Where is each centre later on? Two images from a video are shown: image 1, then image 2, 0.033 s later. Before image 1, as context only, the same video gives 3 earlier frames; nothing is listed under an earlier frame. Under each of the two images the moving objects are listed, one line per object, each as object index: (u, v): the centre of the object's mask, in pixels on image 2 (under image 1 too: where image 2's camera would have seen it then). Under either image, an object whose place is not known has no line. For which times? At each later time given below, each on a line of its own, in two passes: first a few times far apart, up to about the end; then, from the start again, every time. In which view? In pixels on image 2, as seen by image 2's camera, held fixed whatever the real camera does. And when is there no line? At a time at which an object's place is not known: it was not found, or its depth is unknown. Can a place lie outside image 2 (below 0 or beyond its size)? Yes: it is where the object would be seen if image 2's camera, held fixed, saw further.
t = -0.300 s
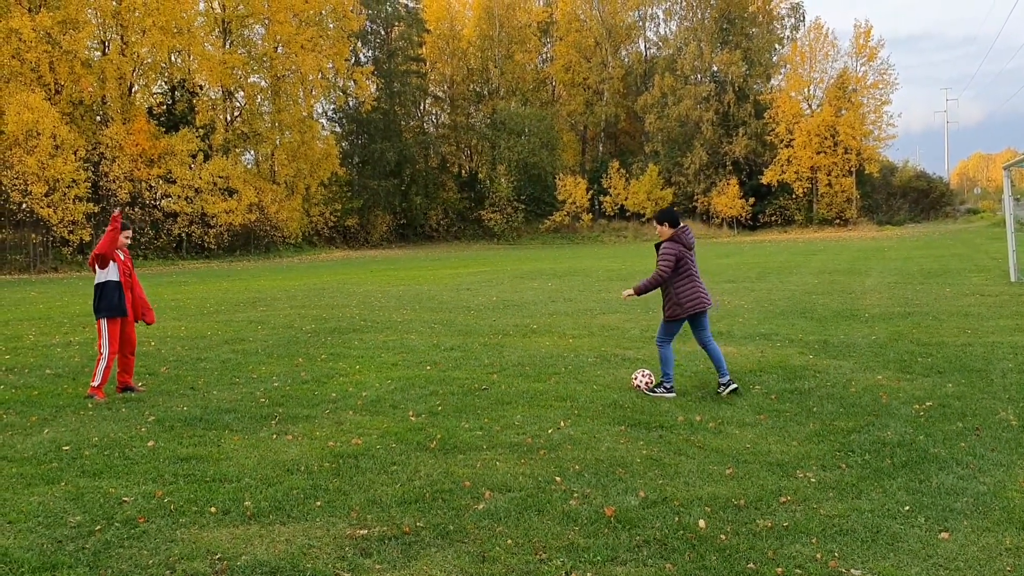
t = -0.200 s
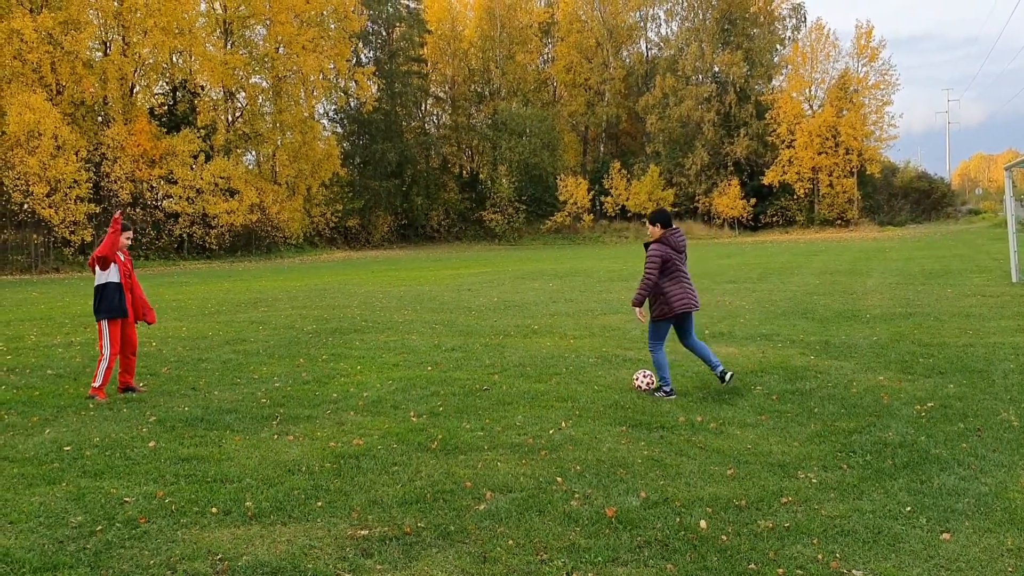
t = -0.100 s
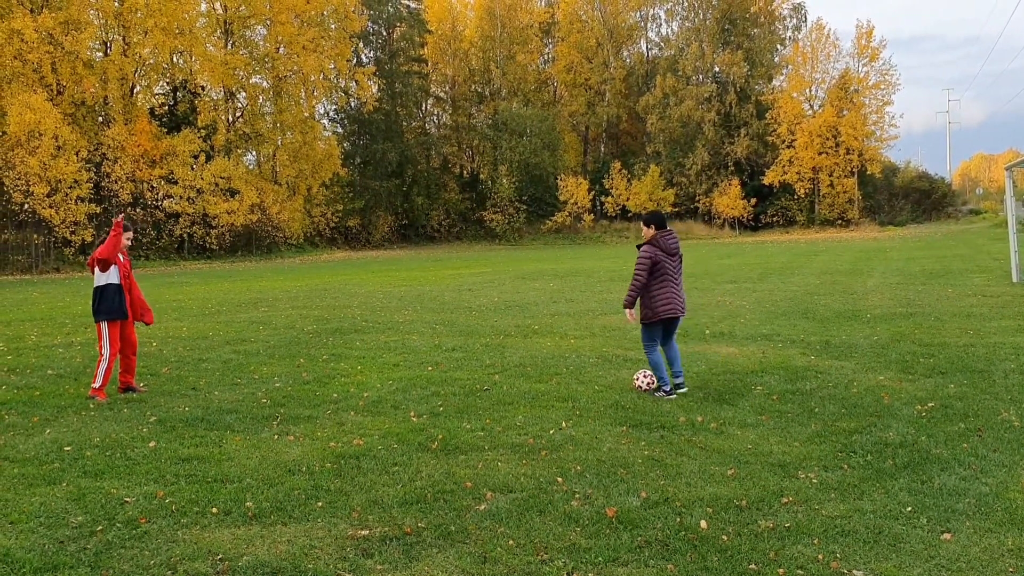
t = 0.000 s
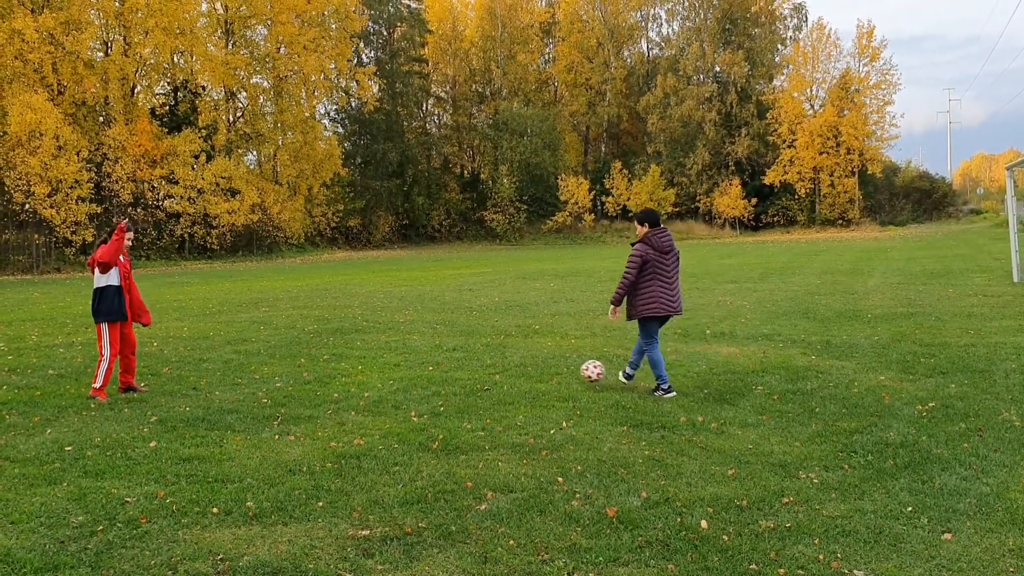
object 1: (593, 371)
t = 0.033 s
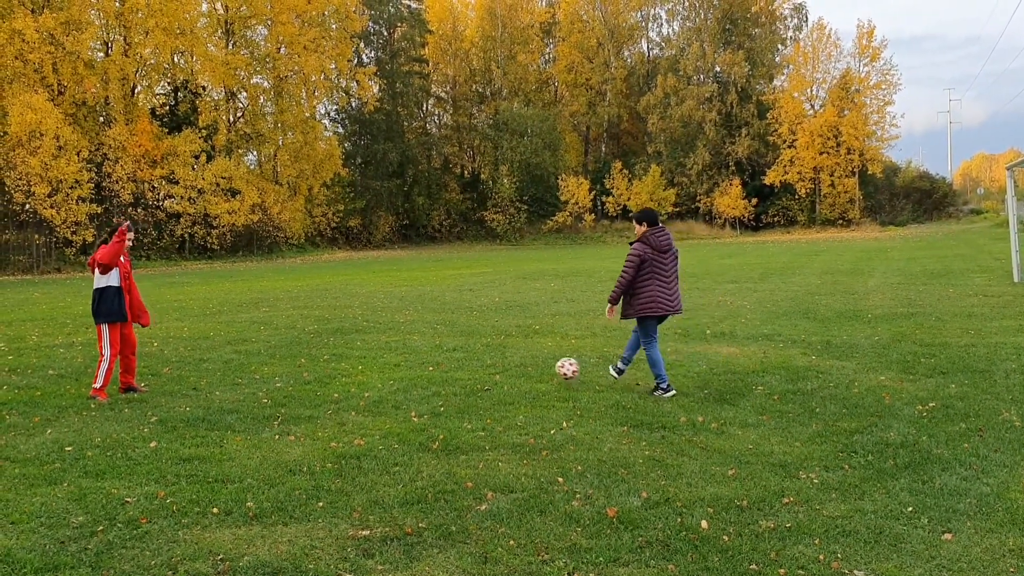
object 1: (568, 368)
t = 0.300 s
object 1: (391, 373)
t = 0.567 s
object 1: (274, 374)
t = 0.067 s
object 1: (543, 367)
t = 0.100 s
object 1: (518, 368)
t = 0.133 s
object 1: (494, 369)
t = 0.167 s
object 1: (470, 372)
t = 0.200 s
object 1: (447, 376)
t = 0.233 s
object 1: (425, 378)
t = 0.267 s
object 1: (408, 376)
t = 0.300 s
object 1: (391, 373)
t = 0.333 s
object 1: (374, 371)
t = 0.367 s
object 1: (357, 371)
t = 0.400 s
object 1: (340, 372)
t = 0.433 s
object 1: (324, 375)
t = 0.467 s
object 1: (308, 378)
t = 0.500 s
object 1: (296, 377)
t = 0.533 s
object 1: (284, 375)
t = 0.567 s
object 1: (274, 374)
